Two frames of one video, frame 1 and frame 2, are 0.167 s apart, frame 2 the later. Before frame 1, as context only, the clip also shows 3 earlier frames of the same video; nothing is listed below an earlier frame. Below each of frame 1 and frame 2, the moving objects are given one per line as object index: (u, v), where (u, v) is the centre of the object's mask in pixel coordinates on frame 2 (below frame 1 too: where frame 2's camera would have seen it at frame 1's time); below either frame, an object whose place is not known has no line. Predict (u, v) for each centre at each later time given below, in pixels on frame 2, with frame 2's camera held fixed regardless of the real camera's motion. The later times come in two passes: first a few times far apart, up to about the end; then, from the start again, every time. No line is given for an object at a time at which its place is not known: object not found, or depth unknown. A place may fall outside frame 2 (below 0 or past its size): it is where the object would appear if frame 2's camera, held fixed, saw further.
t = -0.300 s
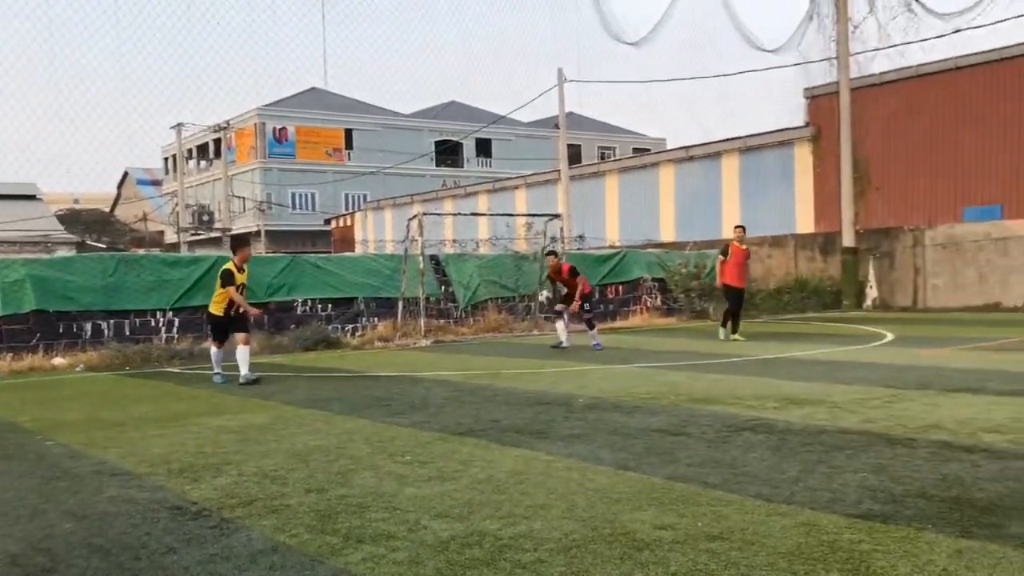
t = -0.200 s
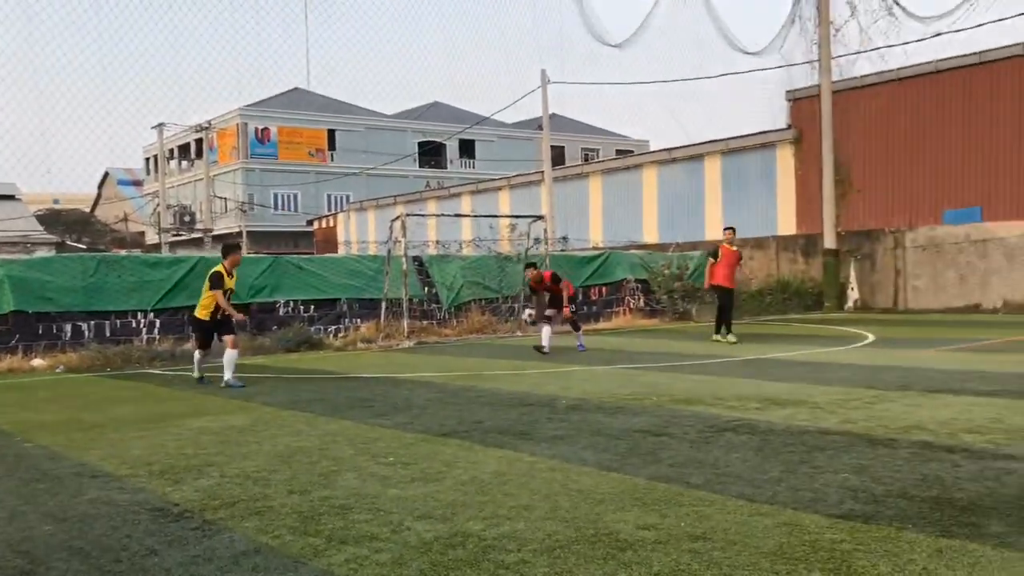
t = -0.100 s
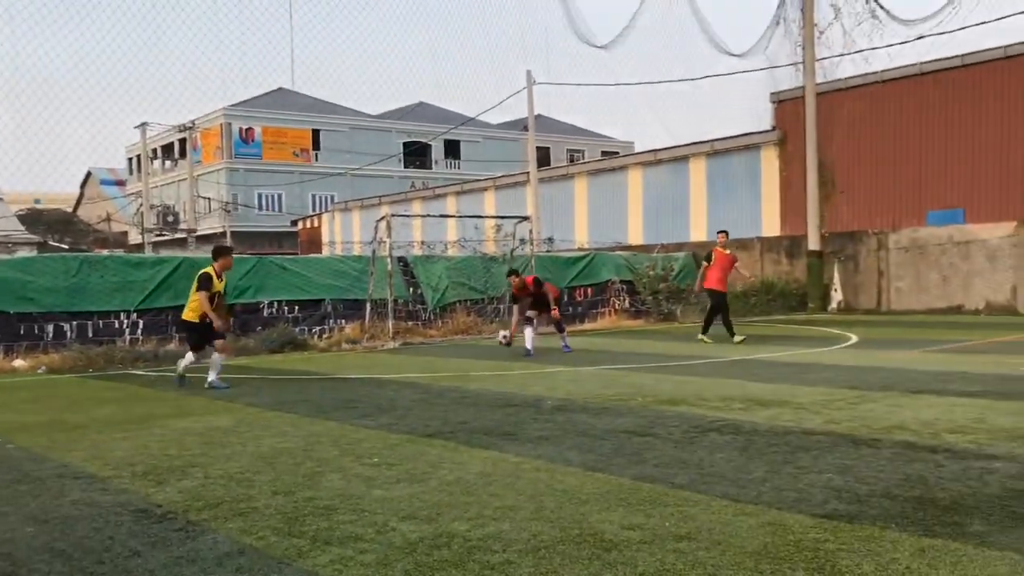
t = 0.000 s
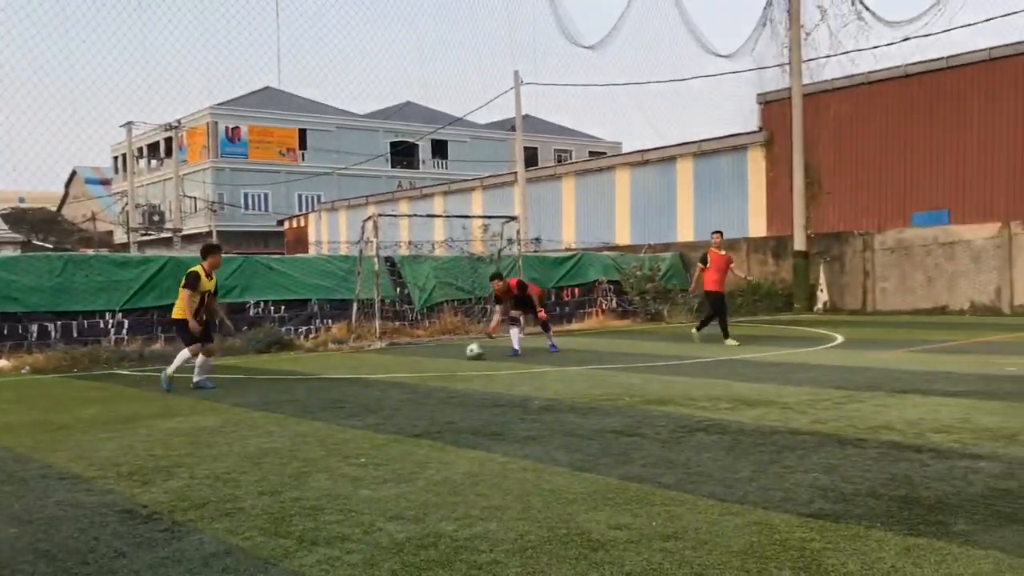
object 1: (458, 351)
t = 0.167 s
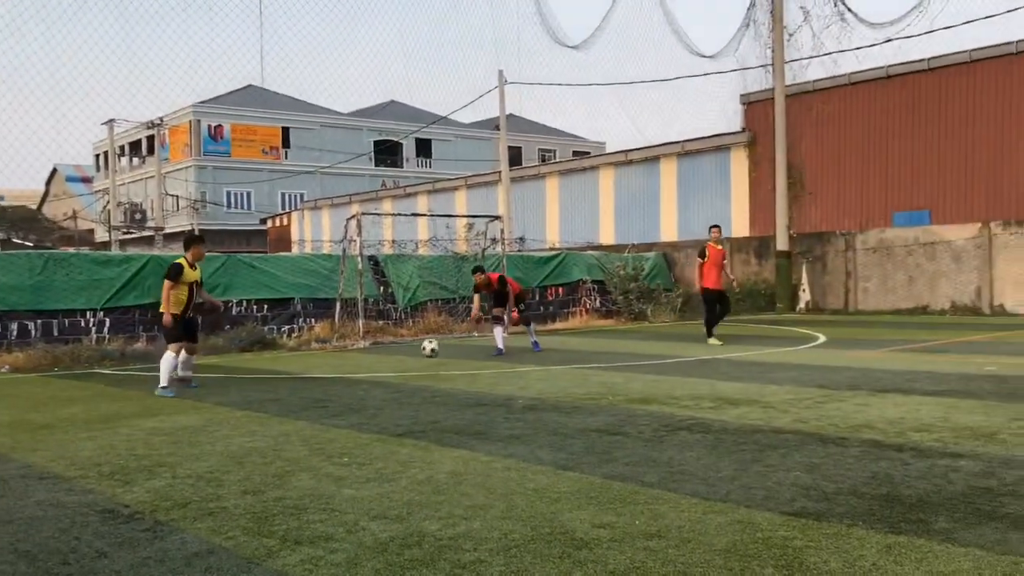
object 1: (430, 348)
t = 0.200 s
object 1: (424, 350)
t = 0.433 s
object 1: (381, 361)
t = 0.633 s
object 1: (338, 374)
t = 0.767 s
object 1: (304, 383)
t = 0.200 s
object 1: (424, 350)
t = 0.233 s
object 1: (418, 353)
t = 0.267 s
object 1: (412, 357)
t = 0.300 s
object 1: (407, 362)
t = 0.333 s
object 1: (400, 363)
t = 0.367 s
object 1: (394, 362)
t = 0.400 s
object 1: (388, 361)
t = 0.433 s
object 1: (381, 361)
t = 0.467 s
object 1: (374, 363)
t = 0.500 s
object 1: (368, 365)
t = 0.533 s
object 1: (360, 369)
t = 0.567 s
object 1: (353, 374)
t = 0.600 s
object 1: (346, 376)
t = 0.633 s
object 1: (338, 374)
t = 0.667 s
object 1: (330, 374)
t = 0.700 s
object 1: (322, 376)
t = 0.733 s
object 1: (314, 378)
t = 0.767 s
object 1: (304, 383)
